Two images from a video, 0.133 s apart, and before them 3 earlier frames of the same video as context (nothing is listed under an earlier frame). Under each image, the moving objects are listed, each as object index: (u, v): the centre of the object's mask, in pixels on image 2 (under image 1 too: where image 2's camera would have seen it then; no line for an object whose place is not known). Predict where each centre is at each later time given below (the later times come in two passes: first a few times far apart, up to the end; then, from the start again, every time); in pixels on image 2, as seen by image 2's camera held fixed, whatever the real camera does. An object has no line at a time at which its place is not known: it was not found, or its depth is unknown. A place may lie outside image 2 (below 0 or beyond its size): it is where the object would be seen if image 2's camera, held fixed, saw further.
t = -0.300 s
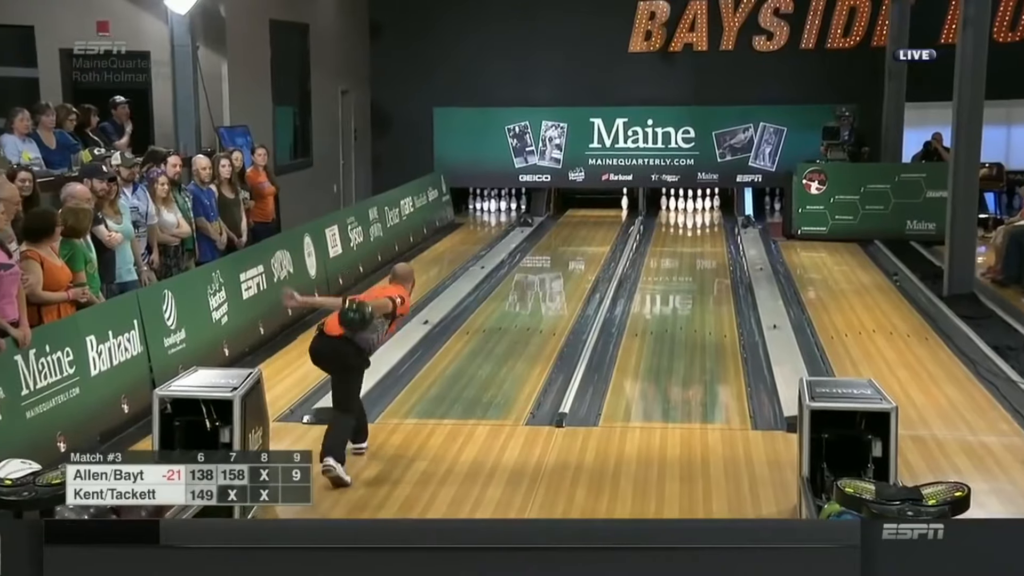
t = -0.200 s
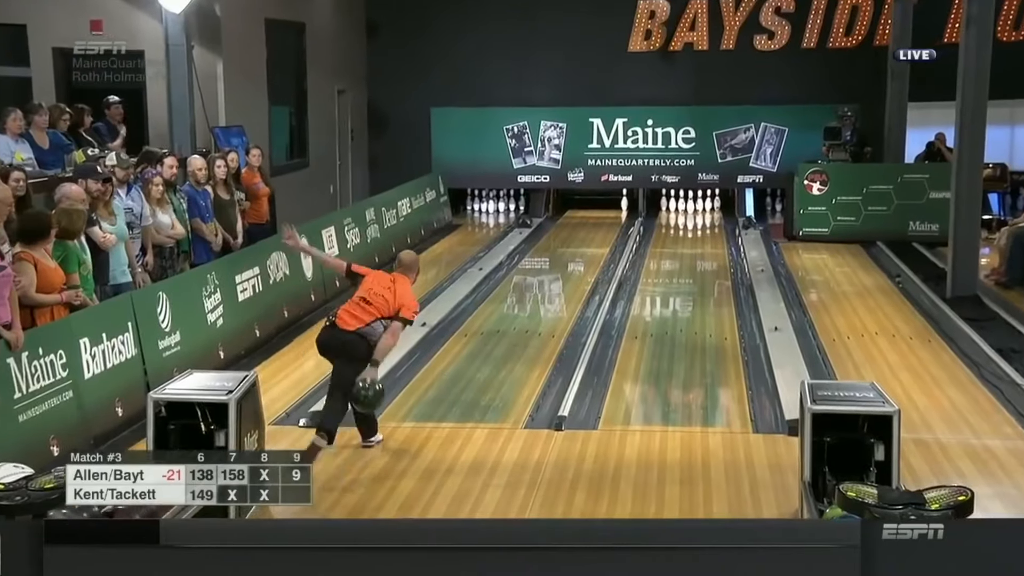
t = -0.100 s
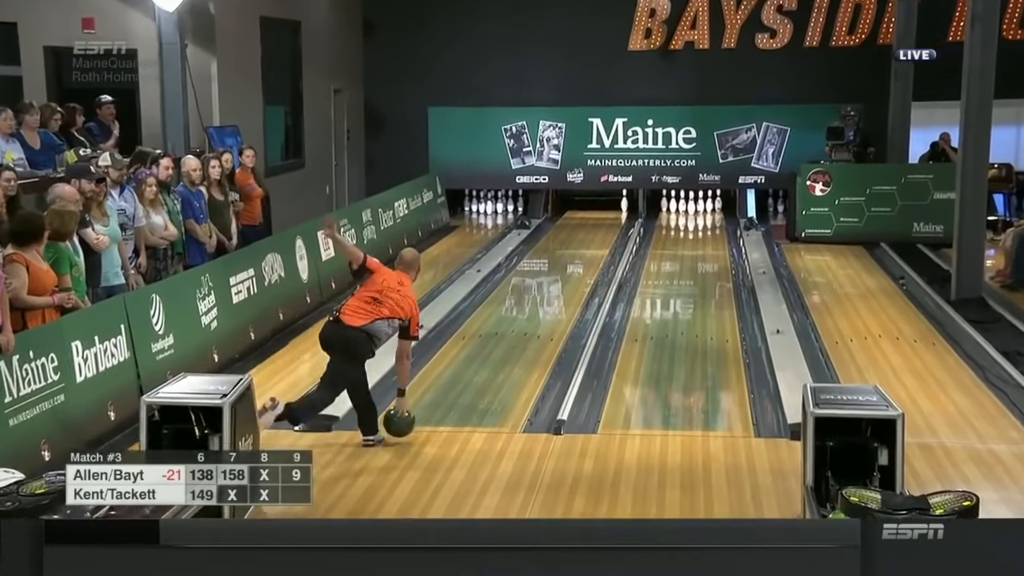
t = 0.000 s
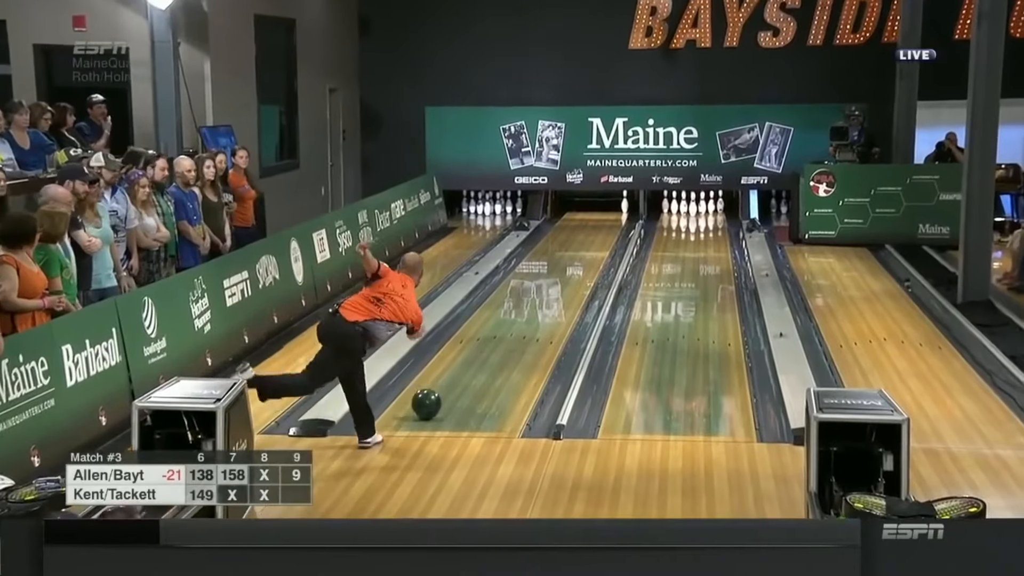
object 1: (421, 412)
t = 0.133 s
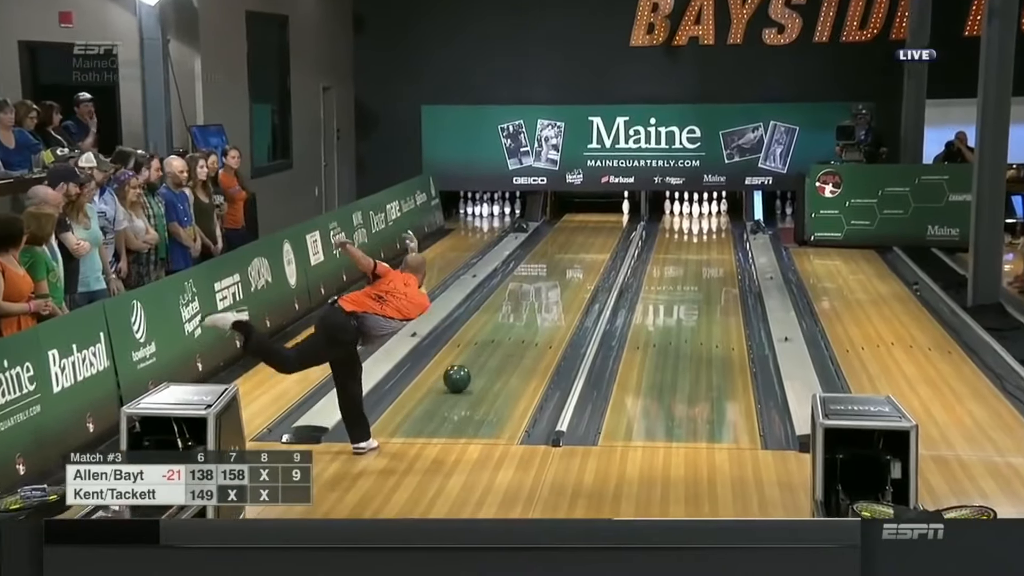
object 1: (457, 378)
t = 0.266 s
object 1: (485, 351)
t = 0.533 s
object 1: (529, 310)
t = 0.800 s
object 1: (562, 280)
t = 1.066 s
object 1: (589, 257)
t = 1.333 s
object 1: (611, 237)
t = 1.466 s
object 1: (620, 229)
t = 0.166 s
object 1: (464, 371)
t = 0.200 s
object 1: (472, 364)
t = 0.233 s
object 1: (479, 358)
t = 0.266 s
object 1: (485, 351)
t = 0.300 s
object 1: (492, 345)
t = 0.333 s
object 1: (498, 340)
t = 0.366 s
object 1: (504, 334)
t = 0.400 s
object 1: (509, 329)
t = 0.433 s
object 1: (515, 324)
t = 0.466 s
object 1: (520, 319)
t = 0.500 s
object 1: (525, 315)
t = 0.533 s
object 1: (529, 310)
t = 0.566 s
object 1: (534, 306)
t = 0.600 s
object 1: (538, 302)
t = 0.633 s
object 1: (542, 298)
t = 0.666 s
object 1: (547, 294)
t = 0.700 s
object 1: (551, 291)
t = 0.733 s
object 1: (555, 287)
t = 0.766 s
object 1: (559, 284)
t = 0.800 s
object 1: (562, 280)
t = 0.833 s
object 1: (566, 277)
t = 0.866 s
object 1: (569, 274)
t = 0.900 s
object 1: (573, 271)
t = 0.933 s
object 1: (576, 268)
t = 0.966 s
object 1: (579, 265)
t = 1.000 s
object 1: (583, 262)
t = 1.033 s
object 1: (586, 259)
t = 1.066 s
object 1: (589, 257)
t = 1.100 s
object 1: (592, 254)
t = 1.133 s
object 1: (595, 251)
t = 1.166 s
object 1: (598, 249)
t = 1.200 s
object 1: (601, 246)
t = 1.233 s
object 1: (603, 244)
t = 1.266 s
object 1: (606, 242)
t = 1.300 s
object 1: (608, 239)
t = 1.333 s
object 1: (611, 237)
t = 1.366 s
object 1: (613, 235)
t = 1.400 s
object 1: (616, 233)
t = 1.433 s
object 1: (618, 231)
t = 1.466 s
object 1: (620, 229)
